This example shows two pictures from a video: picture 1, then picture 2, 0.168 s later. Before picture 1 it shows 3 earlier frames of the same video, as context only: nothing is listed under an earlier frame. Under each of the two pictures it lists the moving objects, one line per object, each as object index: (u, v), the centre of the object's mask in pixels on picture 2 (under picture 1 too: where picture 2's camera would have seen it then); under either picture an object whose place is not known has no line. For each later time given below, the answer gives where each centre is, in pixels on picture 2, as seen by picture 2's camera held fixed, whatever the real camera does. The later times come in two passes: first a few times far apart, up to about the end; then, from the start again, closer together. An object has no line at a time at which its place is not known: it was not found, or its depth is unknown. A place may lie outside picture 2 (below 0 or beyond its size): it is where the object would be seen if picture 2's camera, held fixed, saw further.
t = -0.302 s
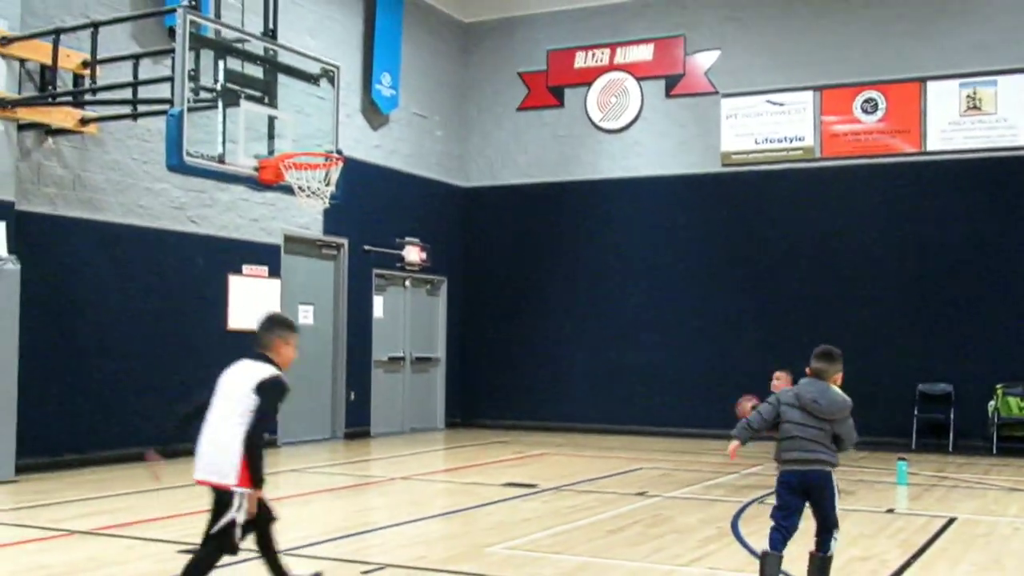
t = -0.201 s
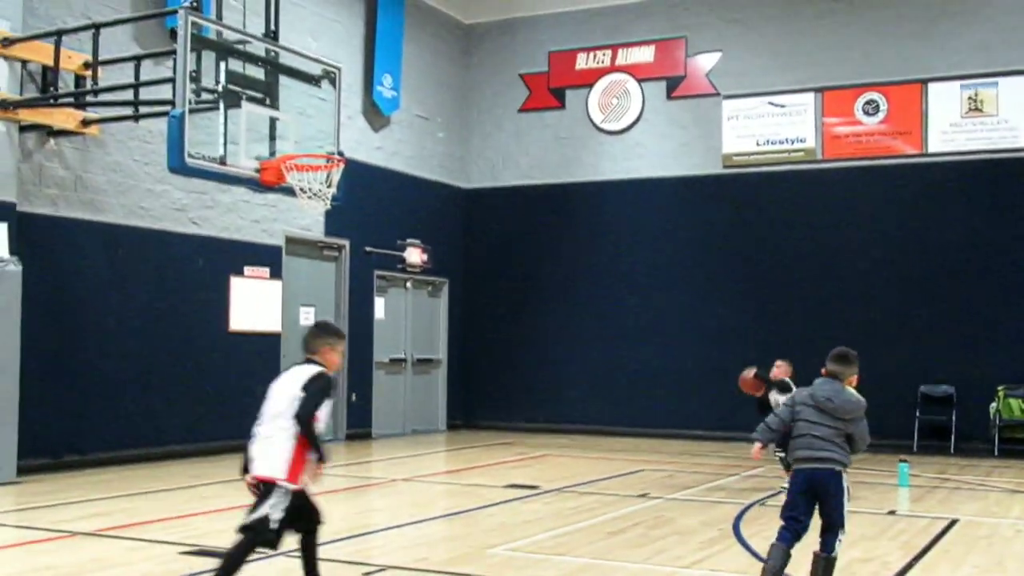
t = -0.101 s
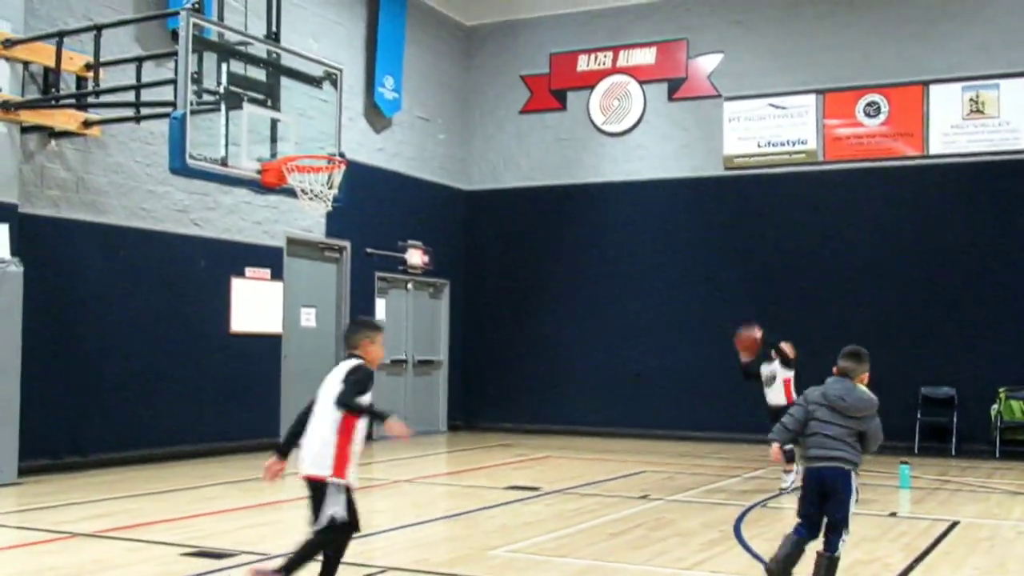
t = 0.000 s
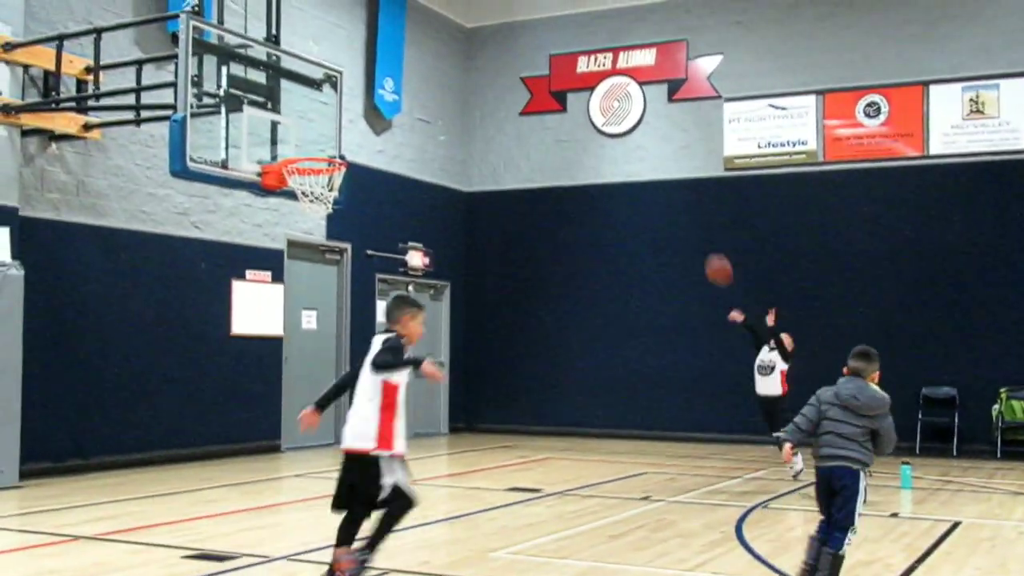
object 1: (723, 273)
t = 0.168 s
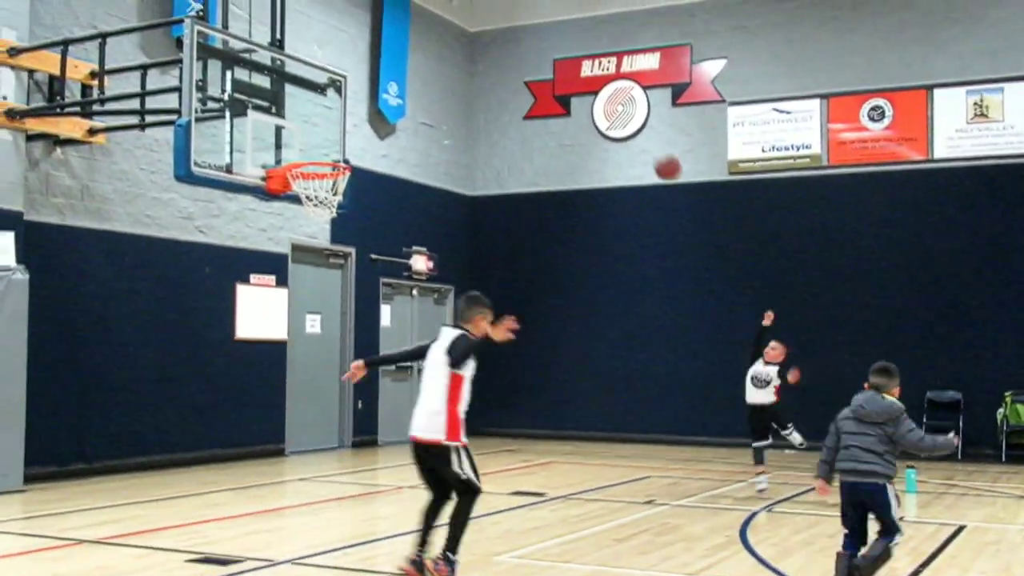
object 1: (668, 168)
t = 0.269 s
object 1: (634, 118)
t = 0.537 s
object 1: (537, 37)
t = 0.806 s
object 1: (437, 40)
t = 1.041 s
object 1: (338, 123)
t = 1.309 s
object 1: (333, 244)
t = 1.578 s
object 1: (371, 393)
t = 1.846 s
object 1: (414, 417)
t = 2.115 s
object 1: (458, 342)
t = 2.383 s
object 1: (498, 351)
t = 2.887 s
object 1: (564, 424)
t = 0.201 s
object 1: (656, 151)
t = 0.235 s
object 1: (647, 134)
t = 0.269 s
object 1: (634, 118)
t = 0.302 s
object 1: (622, 103)
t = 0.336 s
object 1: (609, 88)
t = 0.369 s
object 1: (599, 80)
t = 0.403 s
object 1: (587, 67)
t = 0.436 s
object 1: (574, 57)
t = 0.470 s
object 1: (563, 49)
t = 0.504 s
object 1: (551, 42)
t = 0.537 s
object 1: (537, 37)
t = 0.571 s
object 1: (527, 33)
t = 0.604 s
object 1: (515, 31)
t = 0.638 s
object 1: (502, 28)
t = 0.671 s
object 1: (489, 28)
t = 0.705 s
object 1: (477, 29)
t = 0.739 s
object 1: (463, 32)
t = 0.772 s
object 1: (452, 34)
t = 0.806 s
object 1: (437, 40)
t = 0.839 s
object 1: (423, 48)
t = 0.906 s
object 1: (396, 67)
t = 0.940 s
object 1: (381, 79)
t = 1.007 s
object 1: (353, 107)
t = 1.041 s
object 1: (338, 123)
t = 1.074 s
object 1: (323, 141)
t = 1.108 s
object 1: (308, 154)
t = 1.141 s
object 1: (306, 178)
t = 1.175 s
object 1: (309, 193)
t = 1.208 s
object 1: (317, 213)
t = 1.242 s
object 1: (323, 220)
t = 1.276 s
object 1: (328, 231)
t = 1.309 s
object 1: (333, 244)
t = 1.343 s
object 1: (337, 257)
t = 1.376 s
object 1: (343, 274)
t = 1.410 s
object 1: (349, 291)
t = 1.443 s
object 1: (354, 308)
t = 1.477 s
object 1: (359, 328)
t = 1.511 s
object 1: (364, 348)
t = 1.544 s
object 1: (367, 370)
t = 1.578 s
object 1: (371, 393)
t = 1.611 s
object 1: (375, 416)
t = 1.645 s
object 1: (380, 441)
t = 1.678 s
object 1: (384, 468)
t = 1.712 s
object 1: (389, 489)
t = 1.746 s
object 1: (395, 470)
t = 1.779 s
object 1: (402, 450)
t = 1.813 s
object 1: (407, 431)
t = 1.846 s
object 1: (414, 417)
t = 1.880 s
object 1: (419, 402)
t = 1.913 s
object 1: (425, 389)
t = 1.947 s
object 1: (430, 378)
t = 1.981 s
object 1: (436, 369)
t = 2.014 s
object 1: (441, 361)
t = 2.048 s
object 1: (447, 353)
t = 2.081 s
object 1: (453, 347)
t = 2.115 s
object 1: (458, 342)
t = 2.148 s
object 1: (463, 338)
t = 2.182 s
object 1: (468, 336)
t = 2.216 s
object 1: (473, 335)
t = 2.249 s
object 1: (478, 336)
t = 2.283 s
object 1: (483, 338)
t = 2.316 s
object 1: (488, 341)
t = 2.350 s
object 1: (493, 345)
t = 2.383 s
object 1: (498, 351)
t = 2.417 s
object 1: (503, 358)
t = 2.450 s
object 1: (507, 366)
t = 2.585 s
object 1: (526, 412)
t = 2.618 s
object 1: (531, 424)
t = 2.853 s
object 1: (560, 431)
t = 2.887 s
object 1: (564, 424)
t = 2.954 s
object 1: (572, 410)
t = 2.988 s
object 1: (575, 405)
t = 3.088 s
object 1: (586, 399)
